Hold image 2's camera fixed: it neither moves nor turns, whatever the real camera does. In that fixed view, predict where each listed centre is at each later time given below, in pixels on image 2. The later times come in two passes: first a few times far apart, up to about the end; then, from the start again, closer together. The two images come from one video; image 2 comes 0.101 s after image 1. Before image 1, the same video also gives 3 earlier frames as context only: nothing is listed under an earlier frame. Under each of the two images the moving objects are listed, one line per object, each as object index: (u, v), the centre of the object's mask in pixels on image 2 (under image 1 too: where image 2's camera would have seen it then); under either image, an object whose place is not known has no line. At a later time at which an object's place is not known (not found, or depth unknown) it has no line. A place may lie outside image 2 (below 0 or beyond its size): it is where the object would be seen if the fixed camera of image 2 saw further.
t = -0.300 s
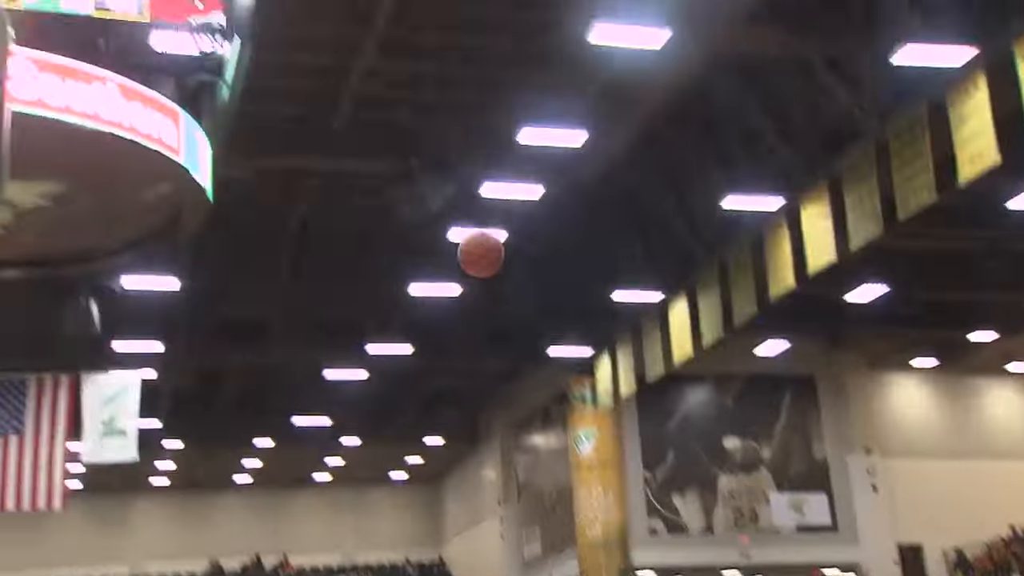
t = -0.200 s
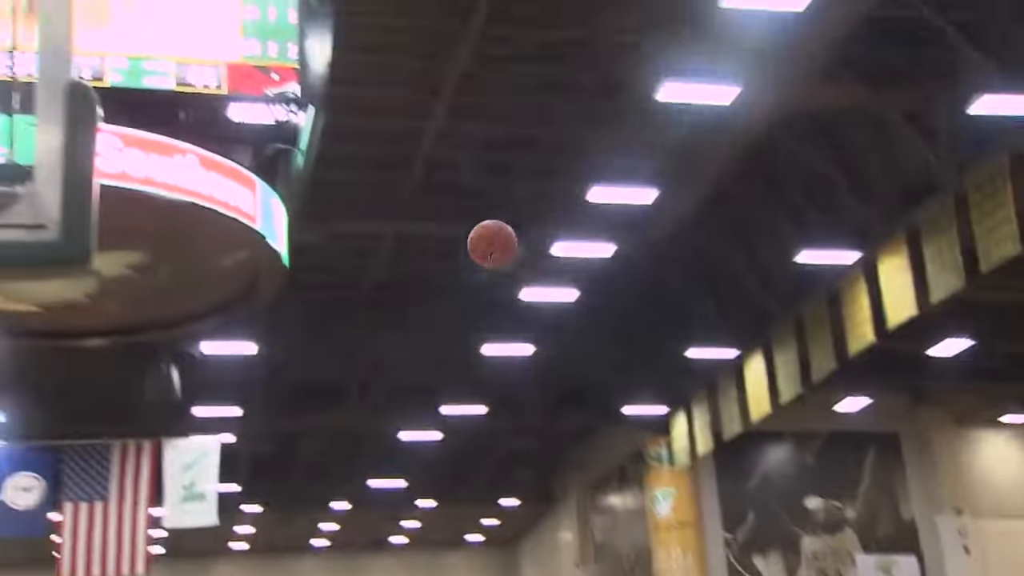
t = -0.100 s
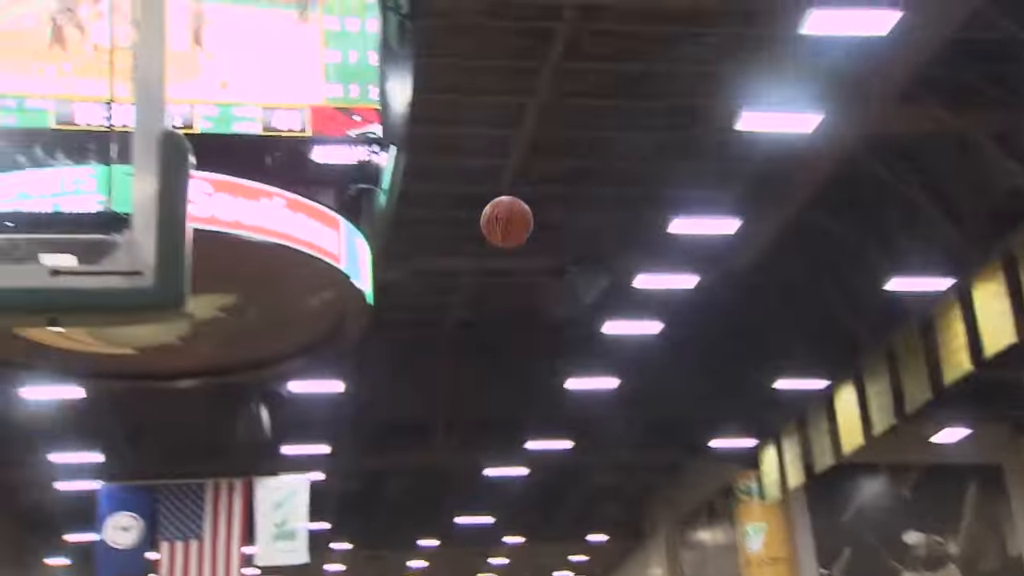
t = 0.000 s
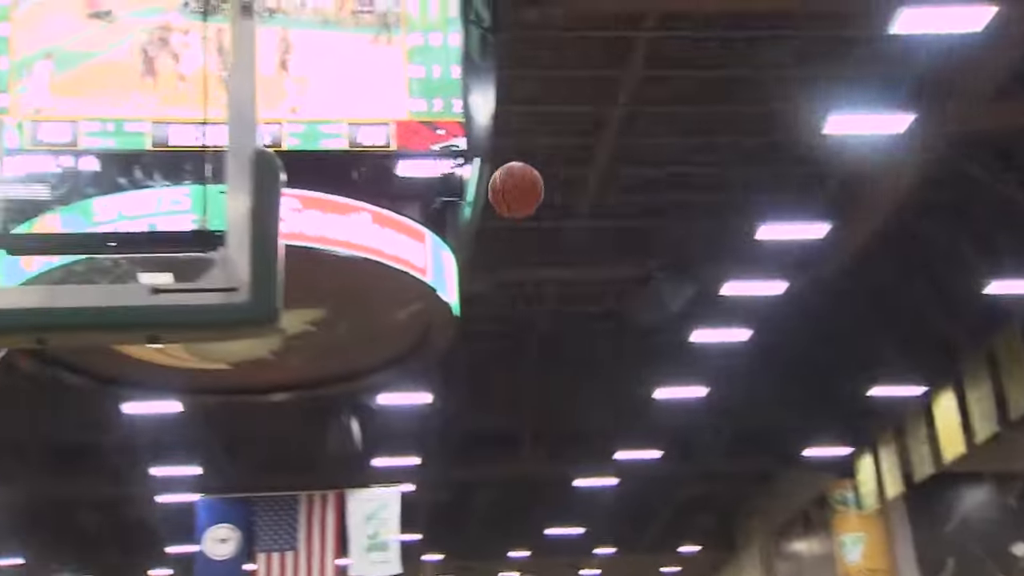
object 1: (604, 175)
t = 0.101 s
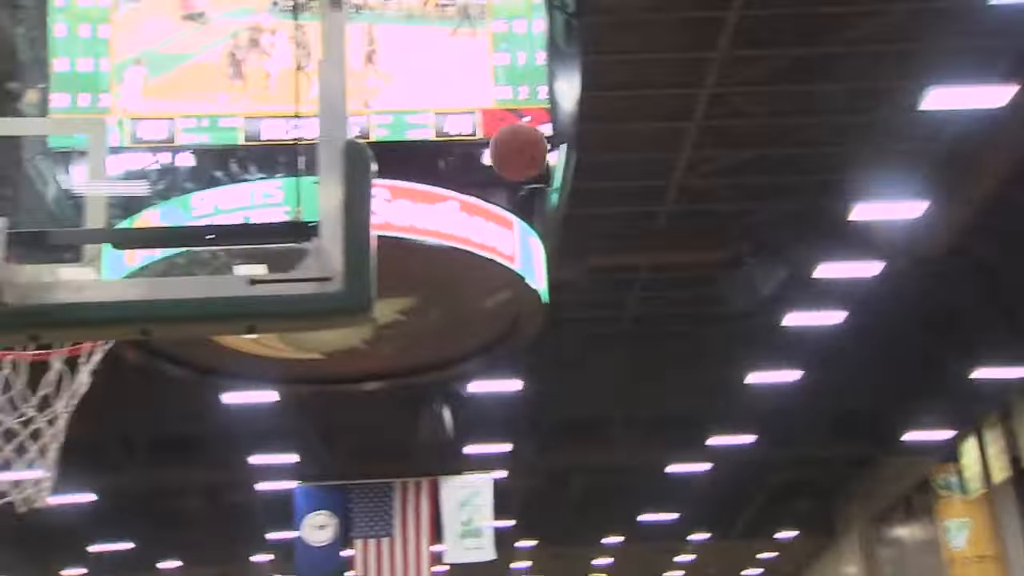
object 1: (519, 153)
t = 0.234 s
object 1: (392, 146)
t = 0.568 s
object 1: (14, 410)
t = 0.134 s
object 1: (487, 148)
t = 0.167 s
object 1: (456, 146)
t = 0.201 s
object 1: (423, 147)
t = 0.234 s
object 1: (392, 146)
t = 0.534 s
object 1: (-17, 367)
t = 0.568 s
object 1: (14, 410)
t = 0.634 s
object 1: (59, 515)
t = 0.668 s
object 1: (83, 560)
